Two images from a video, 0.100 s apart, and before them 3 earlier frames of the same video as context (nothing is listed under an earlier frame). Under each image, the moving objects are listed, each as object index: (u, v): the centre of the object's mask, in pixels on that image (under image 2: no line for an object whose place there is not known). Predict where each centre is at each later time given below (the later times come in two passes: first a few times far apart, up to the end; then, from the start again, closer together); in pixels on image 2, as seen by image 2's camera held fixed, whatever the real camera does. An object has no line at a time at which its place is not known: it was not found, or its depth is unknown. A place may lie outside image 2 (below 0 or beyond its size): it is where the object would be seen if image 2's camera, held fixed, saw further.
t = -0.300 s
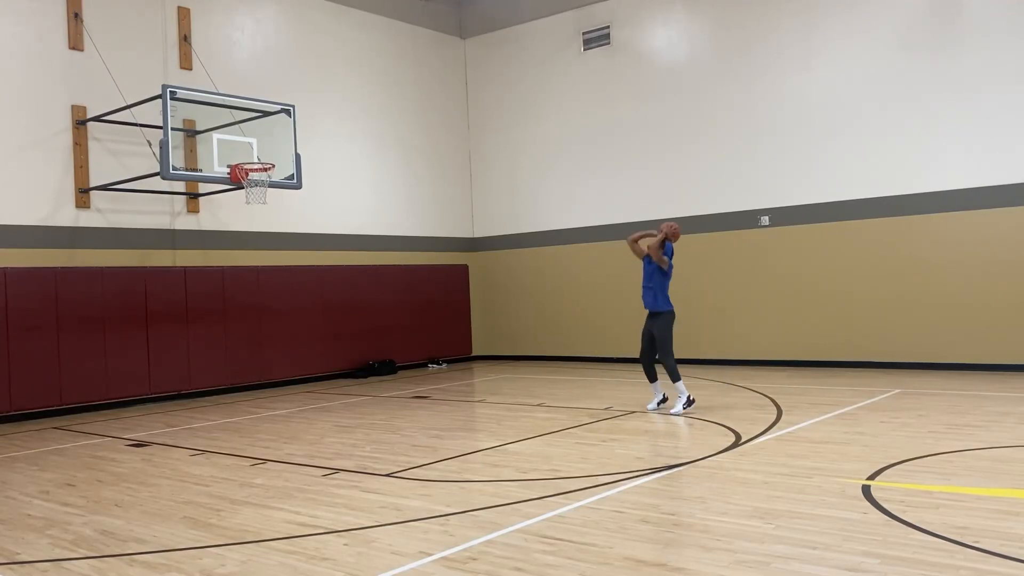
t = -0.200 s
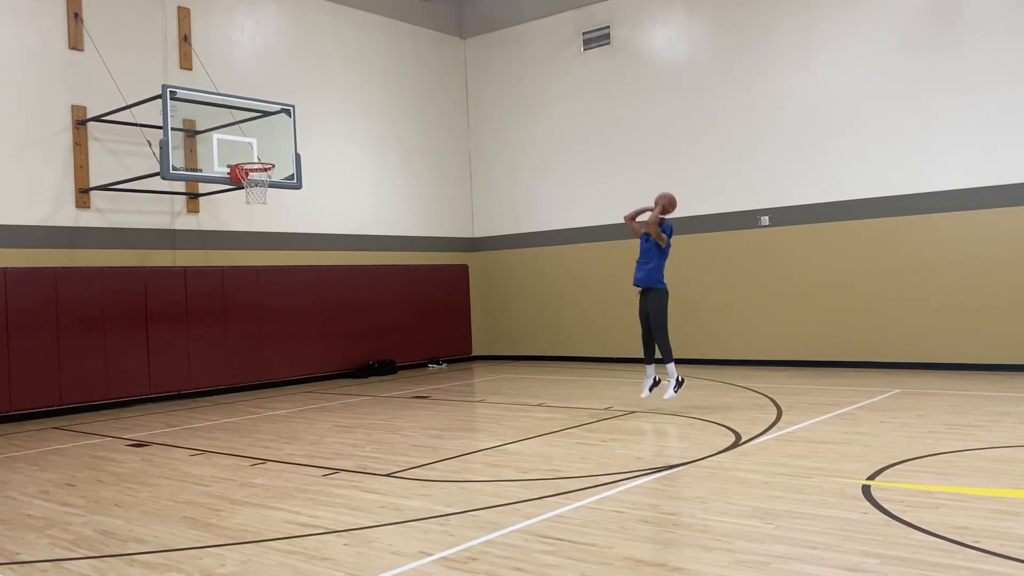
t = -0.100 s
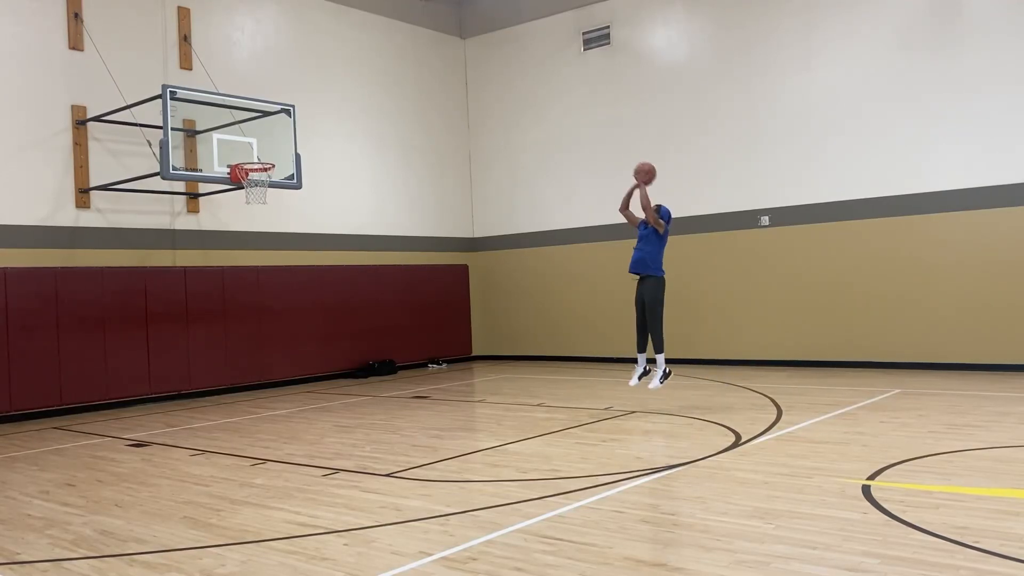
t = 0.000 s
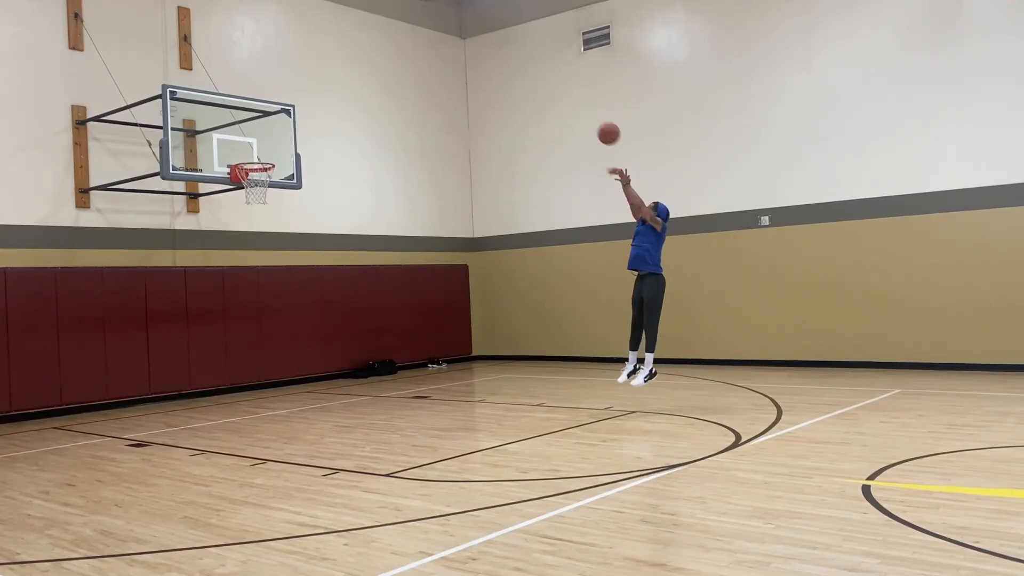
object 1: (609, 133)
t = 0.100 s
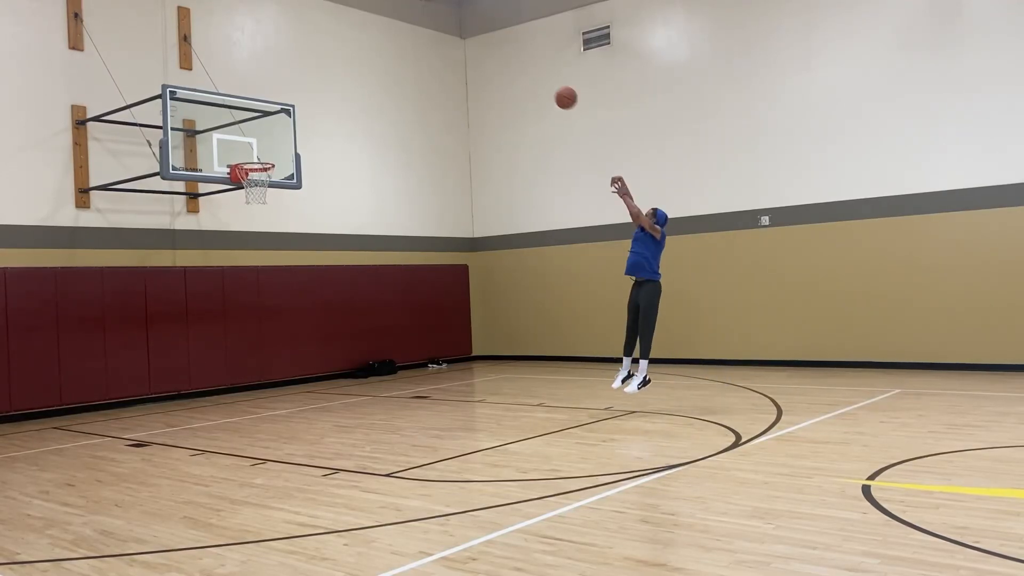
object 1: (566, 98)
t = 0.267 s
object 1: (499, 60)
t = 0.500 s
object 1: (412, 50)
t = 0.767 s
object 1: (323, 91)
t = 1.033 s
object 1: (243, 181)
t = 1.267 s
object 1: (226, 209)
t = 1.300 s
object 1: (224, 217)
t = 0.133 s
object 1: (552, 88)
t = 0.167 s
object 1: (538, 80)
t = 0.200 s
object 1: (525, 72)
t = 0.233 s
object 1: (512, 66)
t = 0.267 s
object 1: (499, 60)
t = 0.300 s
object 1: (486, 56)
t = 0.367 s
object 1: (461, 50)
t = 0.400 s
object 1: (448, 48)
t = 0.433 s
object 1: (436, 47)
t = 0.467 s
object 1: (424, 48)
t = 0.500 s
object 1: (412, 50)
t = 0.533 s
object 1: (400, 51)
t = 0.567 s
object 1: (389, 55)
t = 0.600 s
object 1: (377, 58)
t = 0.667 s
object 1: (355, 69)
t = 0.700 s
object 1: (344, 75)
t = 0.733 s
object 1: (333, 82)
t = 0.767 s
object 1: (323, 91)
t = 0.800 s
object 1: (312, 100)
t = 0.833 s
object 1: (302, 109)
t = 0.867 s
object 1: (292, 120)
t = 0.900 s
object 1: (281, 132)
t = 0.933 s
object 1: (271, 144)
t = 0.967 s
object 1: (261, 155)
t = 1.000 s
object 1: (252, 171)
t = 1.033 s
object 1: (243, 181)
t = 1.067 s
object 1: (239, 187)
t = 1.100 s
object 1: (237, 187)
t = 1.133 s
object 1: (234, 190)
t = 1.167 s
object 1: (232, 193)
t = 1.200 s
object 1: (230, 198)
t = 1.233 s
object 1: (228, 203)
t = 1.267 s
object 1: (226, 209)
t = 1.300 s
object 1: (224, 217)
